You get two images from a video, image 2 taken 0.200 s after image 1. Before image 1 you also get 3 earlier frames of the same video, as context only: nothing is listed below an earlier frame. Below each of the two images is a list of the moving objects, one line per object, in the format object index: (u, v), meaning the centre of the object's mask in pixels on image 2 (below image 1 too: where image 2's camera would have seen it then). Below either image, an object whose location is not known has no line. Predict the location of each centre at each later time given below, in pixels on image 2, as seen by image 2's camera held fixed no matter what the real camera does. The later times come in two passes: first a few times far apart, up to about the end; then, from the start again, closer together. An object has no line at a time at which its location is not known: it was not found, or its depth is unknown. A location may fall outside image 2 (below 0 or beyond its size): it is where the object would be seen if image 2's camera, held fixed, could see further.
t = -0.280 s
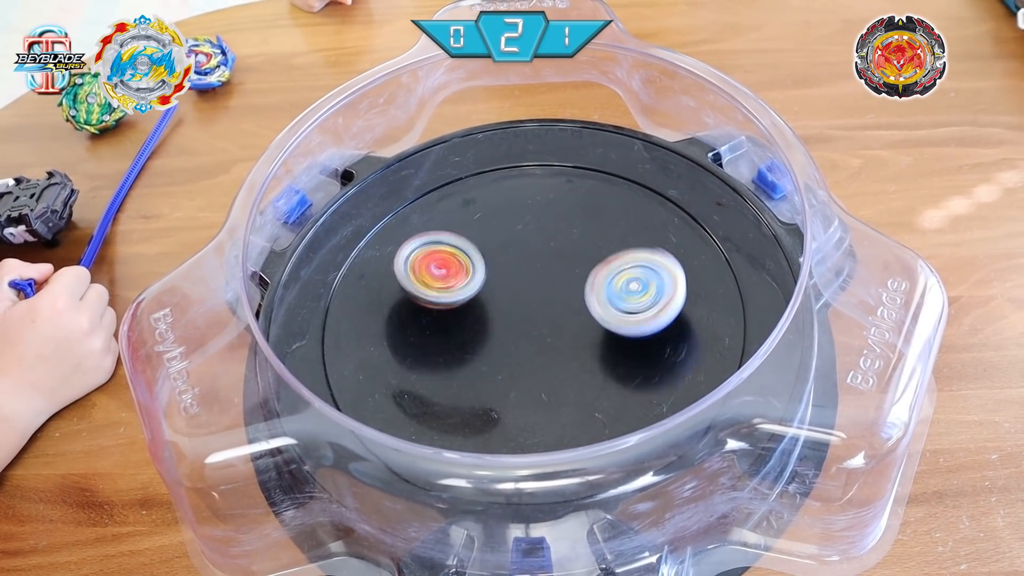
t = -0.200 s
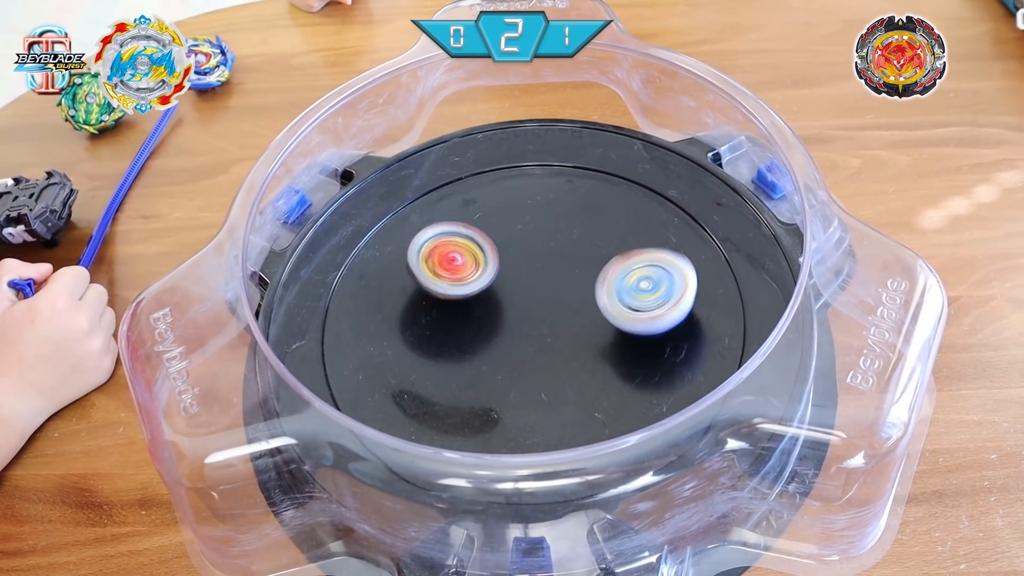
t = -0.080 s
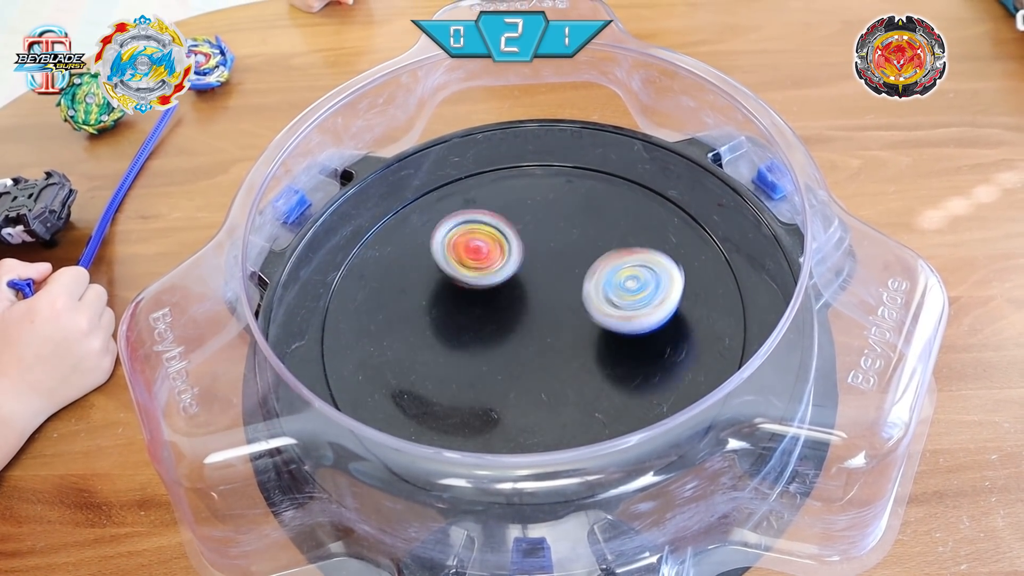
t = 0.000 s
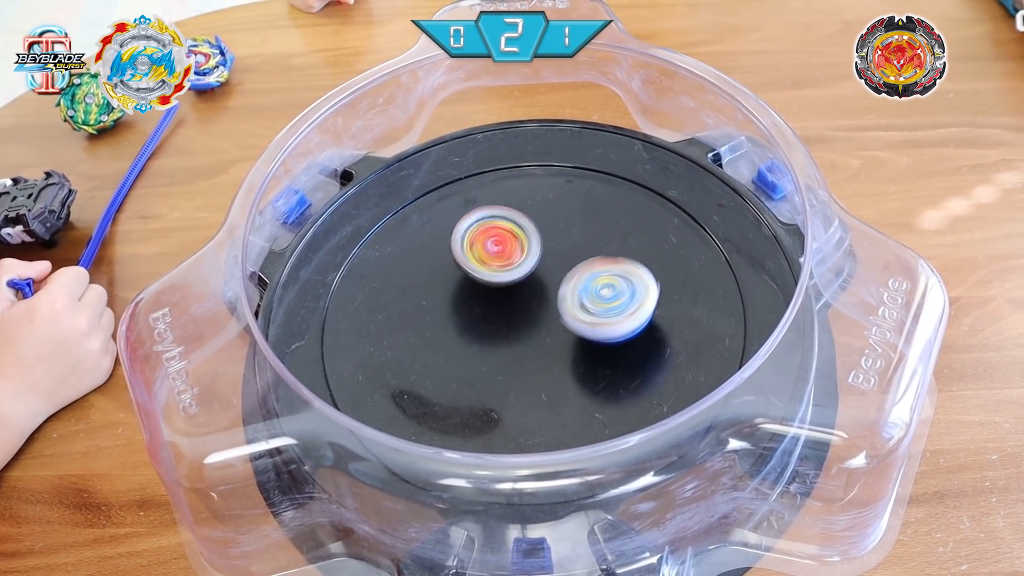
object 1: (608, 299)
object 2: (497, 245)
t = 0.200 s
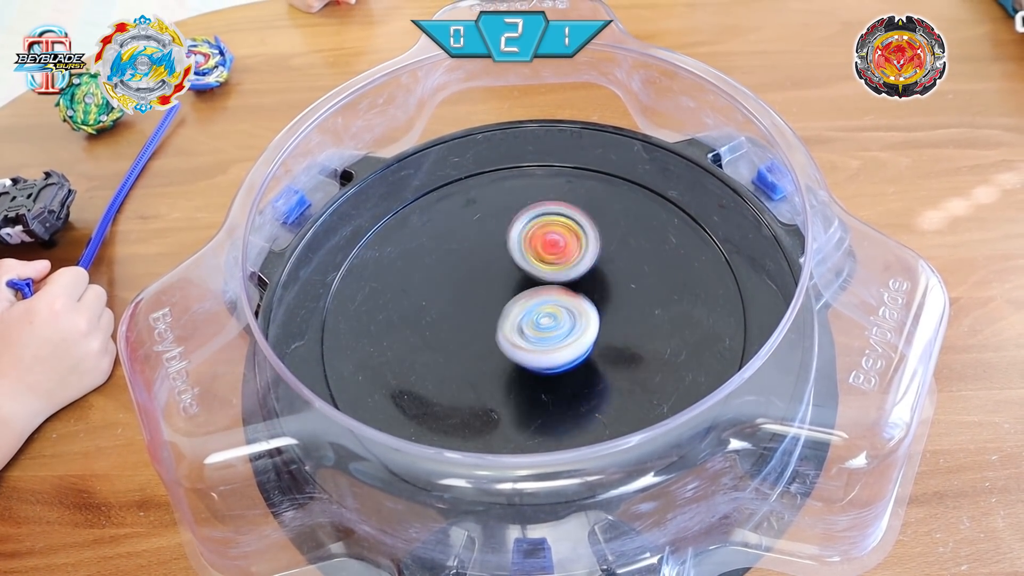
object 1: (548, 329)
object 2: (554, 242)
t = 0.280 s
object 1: (523, 335)
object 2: (575, 244)
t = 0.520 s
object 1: (455, 351)
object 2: (623, 256)
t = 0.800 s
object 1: (465, 338)
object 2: (627, 295)
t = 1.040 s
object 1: (507, 281)
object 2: (600, 330)
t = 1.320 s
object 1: (540, 227)
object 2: (533, 329)
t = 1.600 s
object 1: (547, 243)
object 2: (459, 309)
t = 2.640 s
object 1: (602, 357)
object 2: (503, 218)
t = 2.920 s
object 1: (531, 340)
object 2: (561, 260)
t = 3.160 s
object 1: (475, 314)
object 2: (600, 276)
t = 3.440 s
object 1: (474, 262)
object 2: (605, 322)
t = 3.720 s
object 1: (525, 240)
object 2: (570, 334)
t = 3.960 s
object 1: (577, 250)
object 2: (514, 322)
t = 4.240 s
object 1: (604, 295)
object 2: (475, 280)
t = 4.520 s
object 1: (572, 336)
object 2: (480, 245)
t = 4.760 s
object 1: (515, 328)
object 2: (518, 244)
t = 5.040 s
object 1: (472, 301)
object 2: (577, 243)
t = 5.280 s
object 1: (487, 263)
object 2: (603, 281)
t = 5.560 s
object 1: (542, 260)
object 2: (589, 332)
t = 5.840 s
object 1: (584, 284)
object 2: (527, 363)
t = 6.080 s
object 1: (589, 319)
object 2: (460, 340)
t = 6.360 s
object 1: (550, 324)
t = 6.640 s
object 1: (527, 314)
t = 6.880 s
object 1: (516, 311)
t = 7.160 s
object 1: (524, 326)
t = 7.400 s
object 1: (528, 300)
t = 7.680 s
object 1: (504, 272)
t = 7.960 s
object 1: (516, 274)
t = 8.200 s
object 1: (531, 290)
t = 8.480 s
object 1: (533, 309)
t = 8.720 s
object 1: (526, 306)
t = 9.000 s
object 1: (526, 304)
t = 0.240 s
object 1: (535, 332)
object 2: (565, 244)
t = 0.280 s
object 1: (523, 335)
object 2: (575, 244)
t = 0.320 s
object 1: (510, 338)
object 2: (585, 243)
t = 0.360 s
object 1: (498, 341)
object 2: (595, 244)
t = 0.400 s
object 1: (487, 344)
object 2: (603, 246)
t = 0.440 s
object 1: (476, 347)
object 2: (610, 249)
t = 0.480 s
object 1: (465, 349)
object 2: (617, 251)
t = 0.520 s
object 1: (455, 351)
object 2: (623, 256)
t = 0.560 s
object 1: (448, 353)
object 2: (627, 260)
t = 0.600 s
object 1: (443, 354)
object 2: (630, 265)
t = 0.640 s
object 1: (443, 355)
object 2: (633, 270)
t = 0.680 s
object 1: (444, 353)
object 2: (633, 276)
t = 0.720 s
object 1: (449, 350)
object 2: (632, 283)
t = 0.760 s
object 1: (457, 345)
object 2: (629, 289)
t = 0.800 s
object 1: (465, 338)
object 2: (627, 295)
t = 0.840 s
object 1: (472, 329)
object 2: (622, 303)
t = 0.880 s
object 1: (481, 320)
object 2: (617, 310)
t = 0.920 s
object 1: (489, 310)
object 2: (612, 316)
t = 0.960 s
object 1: (496, 300)
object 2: (609, 321)
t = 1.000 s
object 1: (502, 291)
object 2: (605, 326)
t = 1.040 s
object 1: (507, 281)
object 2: (600, 330)
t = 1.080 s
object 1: (512, 272)
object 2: (593, 333)
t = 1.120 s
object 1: (517, 263)
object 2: (587, 334)
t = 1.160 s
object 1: (522, 255)
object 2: (578, 334)
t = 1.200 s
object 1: (526, 247)
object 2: (567, 334)
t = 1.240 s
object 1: (531, 240)
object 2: (556, 333)
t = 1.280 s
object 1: (536, 233)
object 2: (544, 331)
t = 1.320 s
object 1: (540, 227)
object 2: (533, 329)
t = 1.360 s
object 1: (542, 222)
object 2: (520, 327)
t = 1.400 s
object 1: (543, 218)
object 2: (508, 325)
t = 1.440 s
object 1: (542, 220)
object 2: (495, 322)
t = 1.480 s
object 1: (541, 223)
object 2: (485, 319)
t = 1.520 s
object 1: (541, 228)
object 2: (476, 316)
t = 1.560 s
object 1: (543, 236)
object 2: (466, 313)
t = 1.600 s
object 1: (547, 243)
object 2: (459, 309)
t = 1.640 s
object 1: (553, 251)
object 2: (453, 304)
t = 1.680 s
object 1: (560, 259)
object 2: (450, 299)
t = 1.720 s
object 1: (566, 267)
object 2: (448, 294)
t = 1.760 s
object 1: (572, 275)
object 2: (446, 288)
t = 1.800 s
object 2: (444, 282)
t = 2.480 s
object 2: (495, 210)
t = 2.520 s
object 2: (494, 209)
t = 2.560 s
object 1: (608, 346)
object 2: (495, 211)
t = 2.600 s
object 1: (606, 352)
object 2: (498, 214)
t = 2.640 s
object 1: (602, 357)
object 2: (503, 218)
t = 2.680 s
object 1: (594, 358)
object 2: (510, 222)
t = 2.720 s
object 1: (585, 359)
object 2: (518, 227)
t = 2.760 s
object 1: (577, 357)
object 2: (526, 233)
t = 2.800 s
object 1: (566, 354)
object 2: (535, 239)
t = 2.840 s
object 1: (553, 350)
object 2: (544, 247)
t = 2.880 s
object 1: (542, 346)
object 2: (553, 254)
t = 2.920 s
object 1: (531, 340)
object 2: (561, 260)
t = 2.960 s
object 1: (515, 339)
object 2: (572, 260)
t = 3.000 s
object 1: (507, 336)
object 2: (580, 260)
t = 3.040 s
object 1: (498, 332)
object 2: (586, 263)
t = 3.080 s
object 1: (488, 327)
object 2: (591, 266)
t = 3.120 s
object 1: (482, 321)
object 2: (595, 271)
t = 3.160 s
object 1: (475, 314)
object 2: (600, 276)
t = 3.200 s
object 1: (471, 308)
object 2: (604, 281)
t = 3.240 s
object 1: (470, 300)
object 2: (607, 288)
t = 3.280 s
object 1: (468, 291)
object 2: (608, 295)
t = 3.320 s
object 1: (469, 284)
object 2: (608, 302)
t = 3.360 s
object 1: (468, 276)
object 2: (608, 310)
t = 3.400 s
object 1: (470, 269)
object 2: (606, 317)
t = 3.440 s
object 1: (474, 262)
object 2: (605, 322)
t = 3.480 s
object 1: (477, 255)
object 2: (604, 327)
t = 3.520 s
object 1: (483, 250)
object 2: (602, 330)
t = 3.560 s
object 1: (490, 245)
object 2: (598, 333)
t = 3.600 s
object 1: (497, 243)
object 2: (593, 334)
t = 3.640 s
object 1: (508, 240)
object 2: (587, 335)
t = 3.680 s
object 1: (516, 239)
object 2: (579, 335)
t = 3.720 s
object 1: (525, 240)
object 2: (570, 334)
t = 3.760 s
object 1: (535, 241)
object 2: (561, 333)
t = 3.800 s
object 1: (543, 245)
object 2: (551, 331)
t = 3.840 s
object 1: (554, 247)
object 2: (541, 328)
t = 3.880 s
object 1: (562, 248)
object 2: (532, 326)
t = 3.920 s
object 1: (569, 248)
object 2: (522, 325)
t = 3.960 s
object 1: (577, 250)
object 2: (514, 322)
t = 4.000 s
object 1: (584, 256)
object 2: (506, 317)
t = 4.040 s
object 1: (593, 260)
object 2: (499, 312)
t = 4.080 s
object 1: (596, 266)
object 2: (493, 306)
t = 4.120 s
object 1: (601, 273)
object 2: (486, 299)
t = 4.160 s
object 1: (602, 280)
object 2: (481, 293)
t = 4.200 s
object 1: (604, 288)
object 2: (477, 287)
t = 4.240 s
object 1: (604, 295)
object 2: (475, 280)
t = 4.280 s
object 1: (601, 304)
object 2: (473, 274)
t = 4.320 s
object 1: (600, 310)
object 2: (471, 267)
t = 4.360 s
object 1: (596, 318)
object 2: (471, 261)
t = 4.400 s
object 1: (595, 324)
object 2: (471, 256)
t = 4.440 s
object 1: (589, 329)
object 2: (474, 252)
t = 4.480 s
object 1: (582, 334)
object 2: (477, 248)
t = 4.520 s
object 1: (572, 336)
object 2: (480, 245)
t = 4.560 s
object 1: (562, 339)
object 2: (485, 242)
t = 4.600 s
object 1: (552, 338)
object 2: (491, 241)
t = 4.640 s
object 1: (540, 337)
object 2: (497, 240)
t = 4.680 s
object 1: (531, 334)
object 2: (503, 240)
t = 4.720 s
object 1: (521, 331)
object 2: (511, 242)
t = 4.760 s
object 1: (515, 328)
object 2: (518, 244)
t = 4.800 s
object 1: (504, 328)
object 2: (529, 242)
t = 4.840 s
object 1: (495, 328)
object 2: (540, 237)
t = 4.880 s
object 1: (486, 324)
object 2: (548, 235)
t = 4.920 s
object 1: (481, 319)
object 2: (556, 235)
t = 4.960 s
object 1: (475, 314)
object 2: (563, 237)
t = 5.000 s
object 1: (472, 307)
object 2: (570, 240)
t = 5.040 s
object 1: (472, 301)
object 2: (577, 243)
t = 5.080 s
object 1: (471, 293)
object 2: (583, 247)
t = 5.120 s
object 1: (473, 287)
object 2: (589, 253)
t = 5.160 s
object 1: (473, 280)
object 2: (594, 259)
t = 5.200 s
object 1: (478, 274)
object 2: (598, 265)
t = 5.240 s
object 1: (481, 268)
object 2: (601, 273)
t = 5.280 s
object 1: (487, 263)
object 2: (603, 281)
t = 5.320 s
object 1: (494, 260)
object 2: (604, 289)
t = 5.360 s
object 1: (502, 256)
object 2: (604, 298)
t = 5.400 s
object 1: (509, 255)
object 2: (602, 306)
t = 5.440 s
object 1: (517, 255)
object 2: (599, 315)
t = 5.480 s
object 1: (527, 256)
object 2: (597, 322)
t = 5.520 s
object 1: (534, 257)
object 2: (594, 327)
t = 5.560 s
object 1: (542, 260)
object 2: (589, 332)
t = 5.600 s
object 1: (547, 264)
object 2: (583, 336)
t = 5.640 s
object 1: (555, 264)
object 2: (575, 343)
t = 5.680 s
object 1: (561, 268)
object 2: (568, 348)
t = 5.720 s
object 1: (567, 270)
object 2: (558, 354)
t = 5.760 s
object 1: (577, 275)
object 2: (548, 359)
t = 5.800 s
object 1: (580, 279)
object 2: (538, 362)
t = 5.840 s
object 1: (584, 284)
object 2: (527, 363)
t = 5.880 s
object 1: (587, 290)
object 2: (514, 362)
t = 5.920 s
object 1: (589, 296)
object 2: (502, 359)
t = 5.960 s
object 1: (590, 302)
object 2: (490, 356)
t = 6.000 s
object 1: (589, 308)
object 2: (479, 352)
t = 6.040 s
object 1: (590, 313)
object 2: (469, 347)
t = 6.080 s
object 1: (589, 319)
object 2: (460, 340)
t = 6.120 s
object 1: (586, 323)
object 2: (452, 333)
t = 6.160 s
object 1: (585, 326)
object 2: (446, 325)
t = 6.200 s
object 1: (580, 328)
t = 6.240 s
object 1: (573, 329)
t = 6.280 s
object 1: (568, 328)
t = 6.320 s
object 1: (559, 327)
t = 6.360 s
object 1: (550, 324)
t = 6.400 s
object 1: (544, 320)
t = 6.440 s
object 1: (536, 317)
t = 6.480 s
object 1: (530, 313)
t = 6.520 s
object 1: (531, 317)
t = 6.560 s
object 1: (529, 318)
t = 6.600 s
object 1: (528, 316)
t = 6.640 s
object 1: (527, 314)
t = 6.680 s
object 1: (528, 312)
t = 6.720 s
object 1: (526, 310)
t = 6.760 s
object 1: (524, 306)
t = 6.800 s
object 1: (523, 303)
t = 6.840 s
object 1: (521, 306)
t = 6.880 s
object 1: (516, 311)
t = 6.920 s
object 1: (513, 315)
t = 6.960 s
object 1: (511, 319)
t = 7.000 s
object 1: (511, 322)
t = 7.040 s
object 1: (513, 325)
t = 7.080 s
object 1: (516, 327)
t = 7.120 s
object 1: (519, 328)
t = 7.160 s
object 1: (524, 326)
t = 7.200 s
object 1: (527, 323)
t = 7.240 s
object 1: (531, 318)
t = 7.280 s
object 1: (533, 313)
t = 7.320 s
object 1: (536, 308)
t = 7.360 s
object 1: (532, 303)
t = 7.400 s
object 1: (528, 300)
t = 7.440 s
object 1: (523, 296)
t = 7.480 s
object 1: (518, 291)
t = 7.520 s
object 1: (515, 286)
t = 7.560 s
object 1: (511, 282)
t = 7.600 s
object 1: (509, 278)
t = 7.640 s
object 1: (506, 275)
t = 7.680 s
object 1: (504, 272)
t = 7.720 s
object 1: (502, 271)
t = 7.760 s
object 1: (500, 271)
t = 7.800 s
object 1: (500, 271)
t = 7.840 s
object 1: (499, 273)
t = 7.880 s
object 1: (509, 274)
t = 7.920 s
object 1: (511, 273)
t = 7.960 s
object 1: (516, 274)
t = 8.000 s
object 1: (520, 275)
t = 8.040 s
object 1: (523, 277)
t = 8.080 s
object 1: (526, 278)
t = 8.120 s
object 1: (529, 282)
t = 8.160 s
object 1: (531, 286)
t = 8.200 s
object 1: (531, 290)
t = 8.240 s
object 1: (533, 295)
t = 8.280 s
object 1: (540, 299)
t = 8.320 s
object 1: (540, 305)
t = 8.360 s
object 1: (537, 308)
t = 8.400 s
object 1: (534, 310)
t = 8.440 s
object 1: (534, 310)
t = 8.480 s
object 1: (533, 309)
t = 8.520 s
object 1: (535, 308)
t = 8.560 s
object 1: (536, 308)
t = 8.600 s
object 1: (536, 307)
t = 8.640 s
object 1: (535, 307)
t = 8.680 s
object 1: (527, 306)
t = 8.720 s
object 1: (526, 306)
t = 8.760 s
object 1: (527, 301)
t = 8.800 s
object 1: (529, 299)
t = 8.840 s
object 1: (528, 299)
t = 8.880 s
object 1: (527, 301)
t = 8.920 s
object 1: (524, 302)
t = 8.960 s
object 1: (526, 302)
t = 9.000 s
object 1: (526, 304)
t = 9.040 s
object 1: (529, 304)
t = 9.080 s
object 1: (530, 305)
